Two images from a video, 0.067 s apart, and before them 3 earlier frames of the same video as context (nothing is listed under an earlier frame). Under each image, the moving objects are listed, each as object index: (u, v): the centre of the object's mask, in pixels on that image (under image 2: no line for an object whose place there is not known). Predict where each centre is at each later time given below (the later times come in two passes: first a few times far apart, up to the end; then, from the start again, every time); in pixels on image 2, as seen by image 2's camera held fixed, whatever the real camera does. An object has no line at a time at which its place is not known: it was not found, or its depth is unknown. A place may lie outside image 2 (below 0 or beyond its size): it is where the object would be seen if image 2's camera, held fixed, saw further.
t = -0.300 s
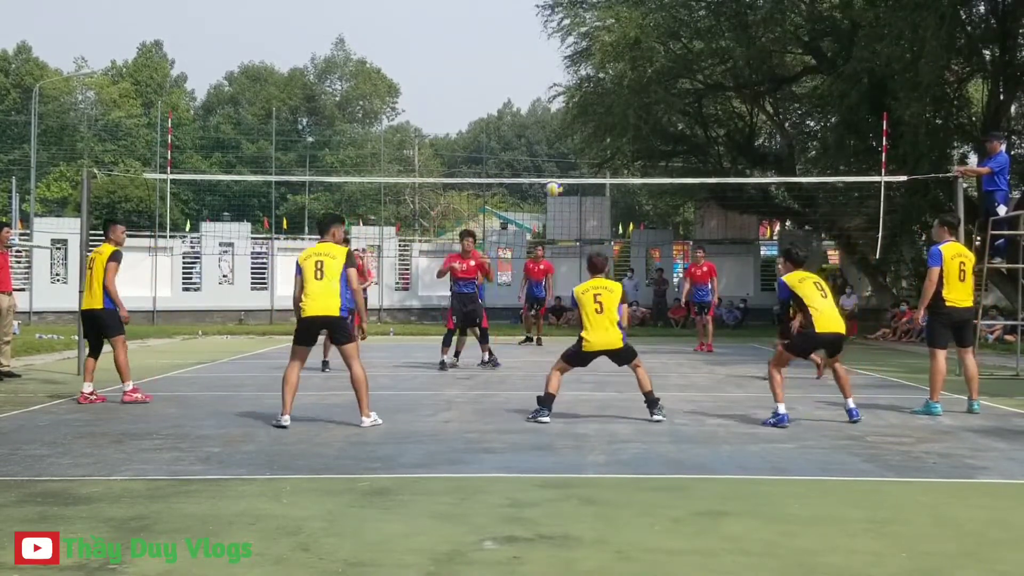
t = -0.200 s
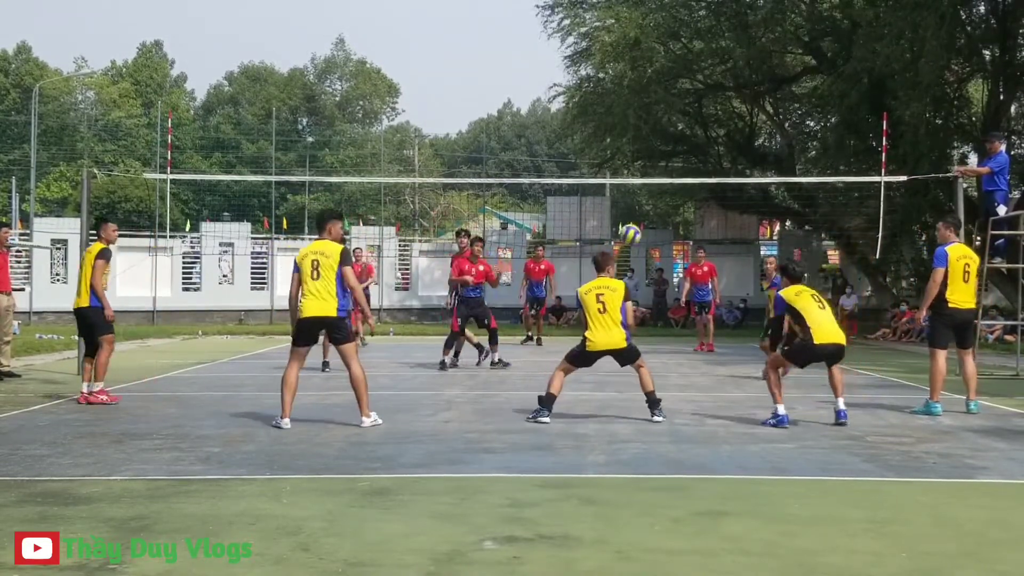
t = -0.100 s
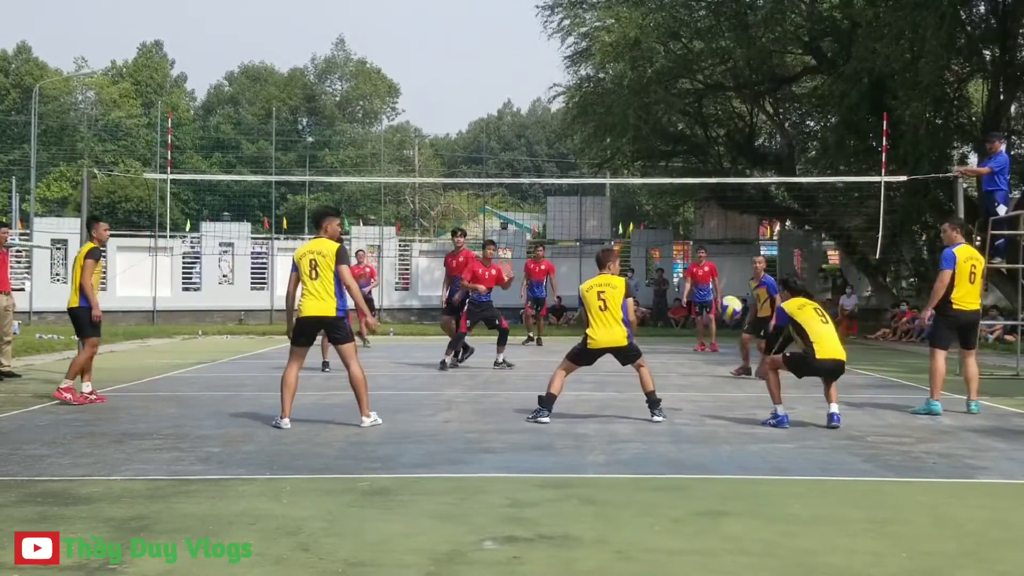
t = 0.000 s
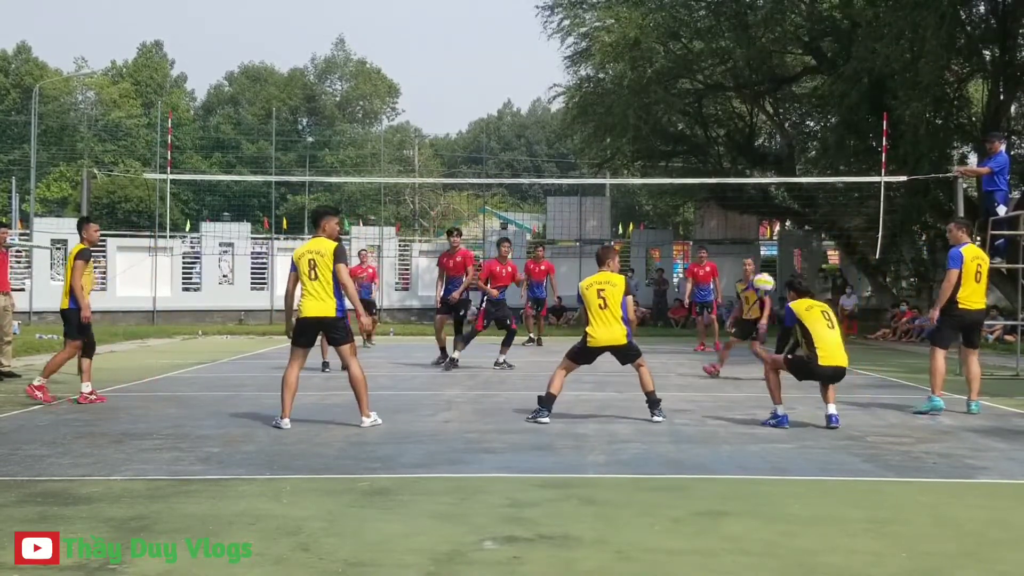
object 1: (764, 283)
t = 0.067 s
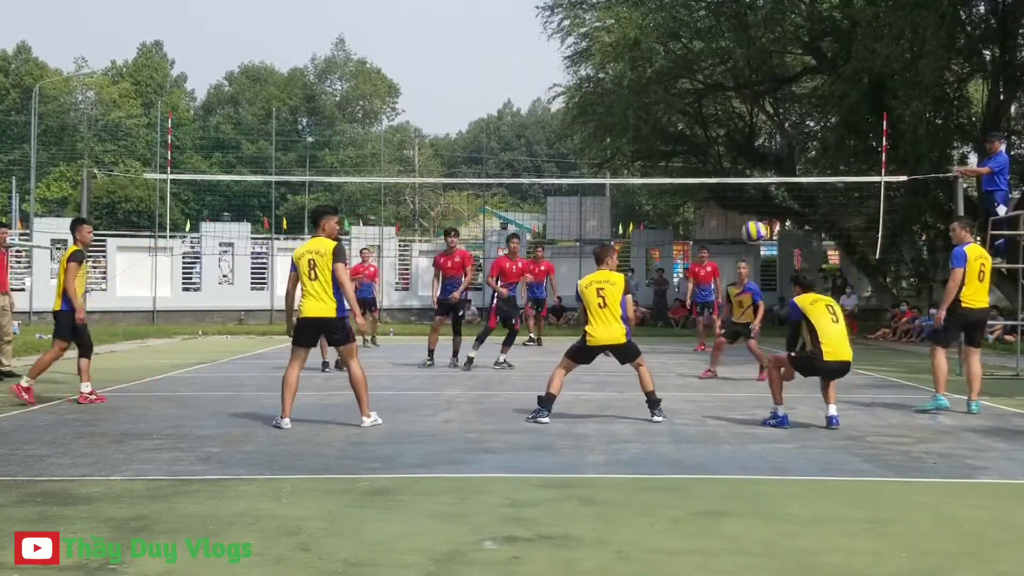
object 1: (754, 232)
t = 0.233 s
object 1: (735, 129)
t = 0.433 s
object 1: (716, 53)
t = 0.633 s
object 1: (700, 22)
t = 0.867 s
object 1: (682, 35)
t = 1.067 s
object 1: (670, 84)
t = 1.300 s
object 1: (655, 176)
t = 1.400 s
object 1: (649, 225)
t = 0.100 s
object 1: (749, 208)
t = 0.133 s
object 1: (745, 186)
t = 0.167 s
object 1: (742, 165)
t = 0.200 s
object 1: (738, 146)
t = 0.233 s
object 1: (735, 129)
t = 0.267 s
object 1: (731, 112)
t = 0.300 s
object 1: (729, 96)
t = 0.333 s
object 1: (724, 85)
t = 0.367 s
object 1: (722, 73)
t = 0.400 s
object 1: (718, 63)
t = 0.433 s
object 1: (716, 53)
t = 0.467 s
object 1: (713, 45)
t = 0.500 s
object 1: (710, 38)
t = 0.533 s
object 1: (708, 32)
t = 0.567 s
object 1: (705, 27)
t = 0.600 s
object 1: (703, 22)
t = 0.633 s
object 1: (700, 22)
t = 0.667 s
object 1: (698, 21)
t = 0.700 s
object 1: (695, 20)
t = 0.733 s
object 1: (692, 22)
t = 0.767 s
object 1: (690, 24)
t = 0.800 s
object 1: (688, 27)
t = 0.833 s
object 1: (685, 31)
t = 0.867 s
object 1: (682, 35)
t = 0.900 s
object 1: (681, 42)
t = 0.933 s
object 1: (678, 48)
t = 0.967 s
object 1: (675, 56)
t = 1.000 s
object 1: (674, 63)
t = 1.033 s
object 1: (673, 74)
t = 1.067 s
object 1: (670, 84)
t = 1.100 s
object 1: (668, 95)
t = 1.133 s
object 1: (665, 107)
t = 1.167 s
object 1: (663, 118)
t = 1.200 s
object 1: (661, 133)
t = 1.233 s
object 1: (659, 146)
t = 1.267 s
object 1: (657, 161)
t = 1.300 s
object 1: (655, 176)
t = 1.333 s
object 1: (654, 193)
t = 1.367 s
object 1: (651, 208)
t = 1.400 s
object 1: (649, 225)
